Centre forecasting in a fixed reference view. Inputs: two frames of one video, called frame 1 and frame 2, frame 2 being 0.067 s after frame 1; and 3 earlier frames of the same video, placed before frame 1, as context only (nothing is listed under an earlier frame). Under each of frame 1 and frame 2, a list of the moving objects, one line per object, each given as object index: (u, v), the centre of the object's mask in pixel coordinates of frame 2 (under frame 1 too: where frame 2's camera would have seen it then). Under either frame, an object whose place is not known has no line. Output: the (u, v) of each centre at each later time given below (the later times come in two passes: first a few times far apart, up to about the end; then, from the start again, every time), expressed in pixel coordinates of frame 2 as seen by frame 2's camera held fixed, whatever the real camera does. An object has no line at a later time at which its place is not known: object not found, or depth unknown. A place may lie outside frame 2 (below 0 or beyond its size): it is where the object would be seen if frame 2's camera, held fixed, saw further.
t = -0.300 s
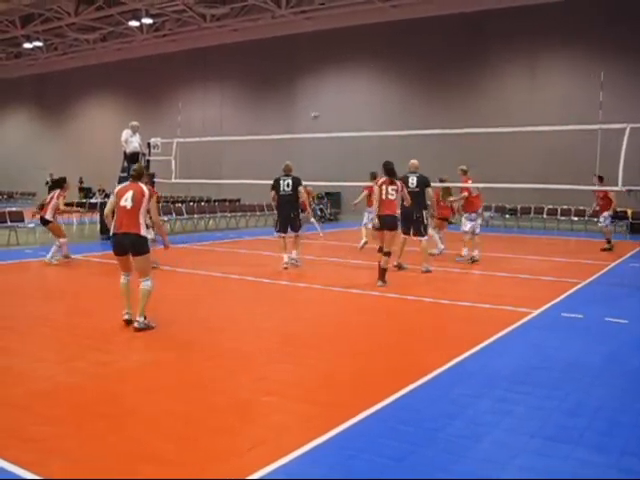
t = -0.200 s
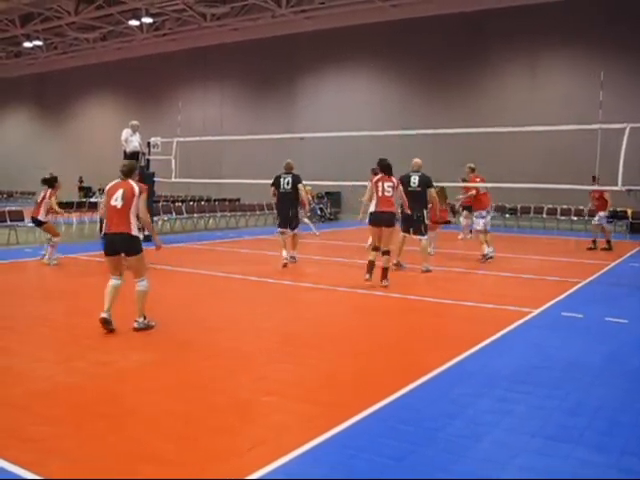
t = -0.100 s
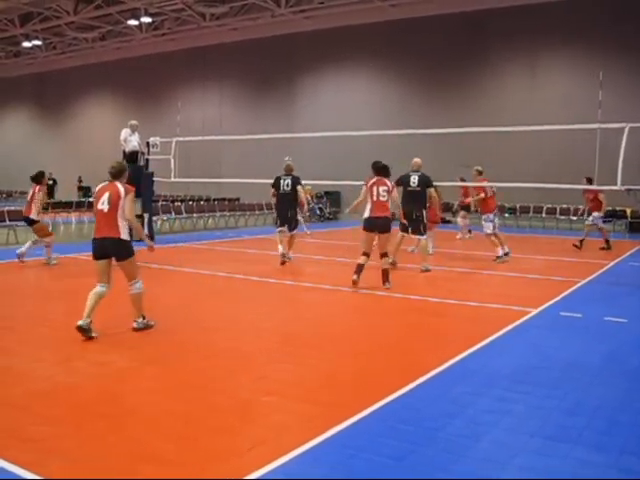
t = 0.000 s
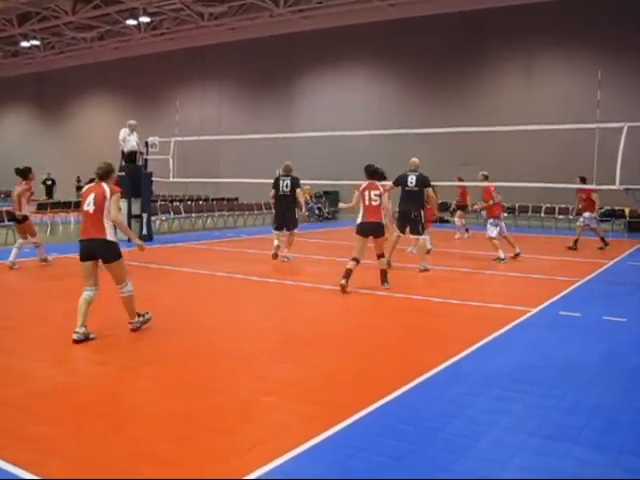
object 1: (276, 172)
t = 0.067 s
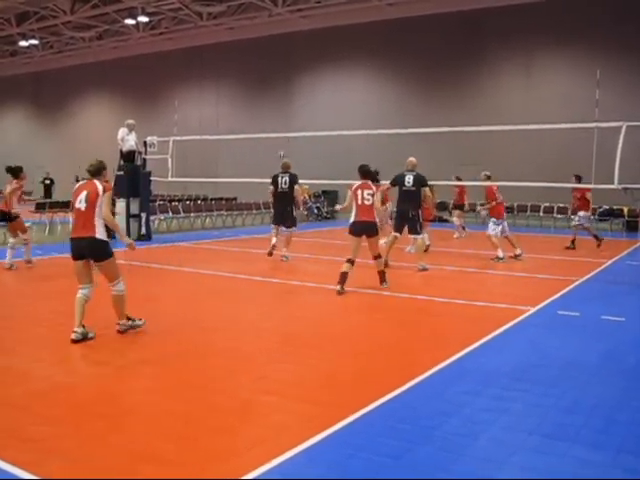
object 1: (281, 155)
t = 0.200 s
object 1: (290, 121)
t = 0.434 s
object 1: (307, 78)
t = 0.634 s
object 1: (320, 58)
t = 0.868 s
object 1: (339, 53)
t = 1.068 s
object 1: (354, 69)
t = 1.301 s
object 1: (371, 113)
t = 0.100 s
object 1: (283, 144)
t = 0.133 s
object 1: (285, 138)
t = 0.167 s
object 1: (287, 128)
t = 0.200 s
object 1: (290, 121)
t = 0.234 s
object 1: (292, 113)
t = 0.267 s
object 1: (295, 106)
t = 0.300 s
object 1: (297, 100)
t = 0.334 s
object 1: (299, 94)
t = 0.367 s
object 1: (300, 88)
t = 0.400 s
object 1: (304, 82)
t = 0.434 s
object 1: (307, 78)
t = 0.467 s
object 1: (308, 73)
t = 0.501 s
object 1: (310, 69)
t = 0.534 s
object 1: (313, 66)
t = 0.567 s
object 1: (316, 63)
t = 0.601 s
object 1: (318, 60)
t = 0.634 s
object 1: (320, 58)
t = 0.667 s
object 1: (323, 55)
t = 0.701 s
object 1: (326, 54)
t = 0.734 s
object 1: (328, 53)
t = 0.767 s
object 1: (330, 53)
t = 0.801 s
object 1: (333, 53)
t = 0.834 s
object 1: (336, 53)
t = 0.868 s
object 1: (339, 53)
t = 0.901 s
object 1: (341, 55)
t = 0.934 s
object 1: (343, 56)
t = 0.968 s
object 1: (346, 59)
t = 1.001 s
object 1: (348, 61)
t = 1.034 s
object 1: (351, 64)
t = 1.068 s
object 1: (354, 69)
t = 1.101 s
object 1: (356, 73)
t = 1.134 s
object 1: (358, 78)
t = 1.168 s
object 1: (362, 84)
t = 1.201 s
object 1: (364, 90)
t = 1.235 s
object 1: (366, 97)
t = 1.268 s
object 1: (369, 104)
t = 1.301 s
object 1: (371, 113)
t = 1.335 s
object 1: (374, 121)
